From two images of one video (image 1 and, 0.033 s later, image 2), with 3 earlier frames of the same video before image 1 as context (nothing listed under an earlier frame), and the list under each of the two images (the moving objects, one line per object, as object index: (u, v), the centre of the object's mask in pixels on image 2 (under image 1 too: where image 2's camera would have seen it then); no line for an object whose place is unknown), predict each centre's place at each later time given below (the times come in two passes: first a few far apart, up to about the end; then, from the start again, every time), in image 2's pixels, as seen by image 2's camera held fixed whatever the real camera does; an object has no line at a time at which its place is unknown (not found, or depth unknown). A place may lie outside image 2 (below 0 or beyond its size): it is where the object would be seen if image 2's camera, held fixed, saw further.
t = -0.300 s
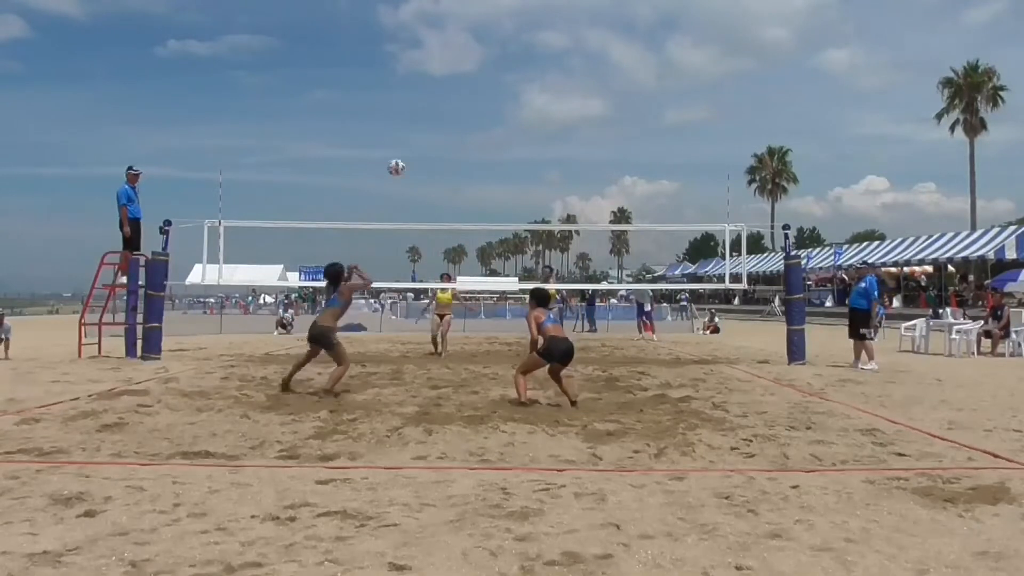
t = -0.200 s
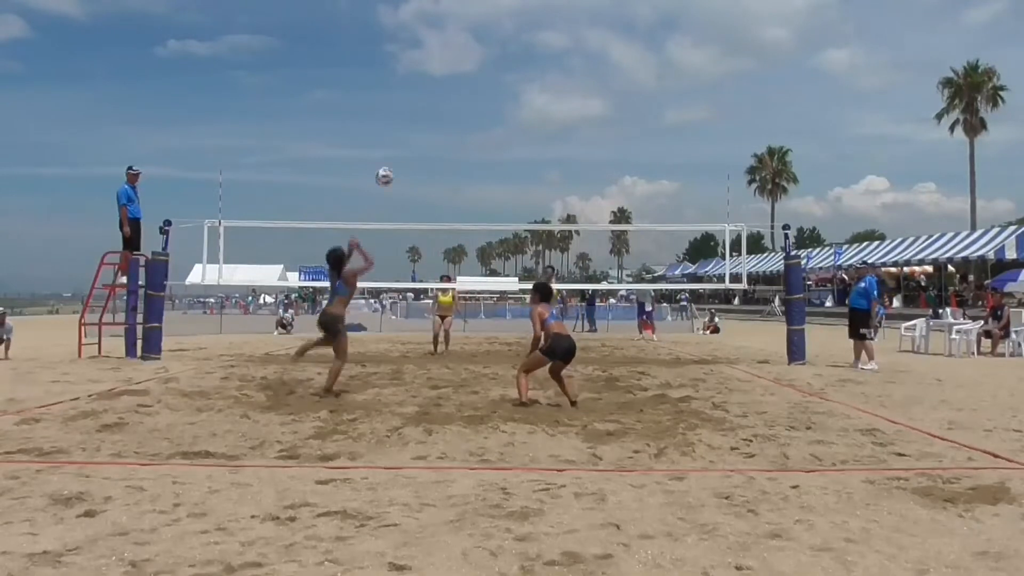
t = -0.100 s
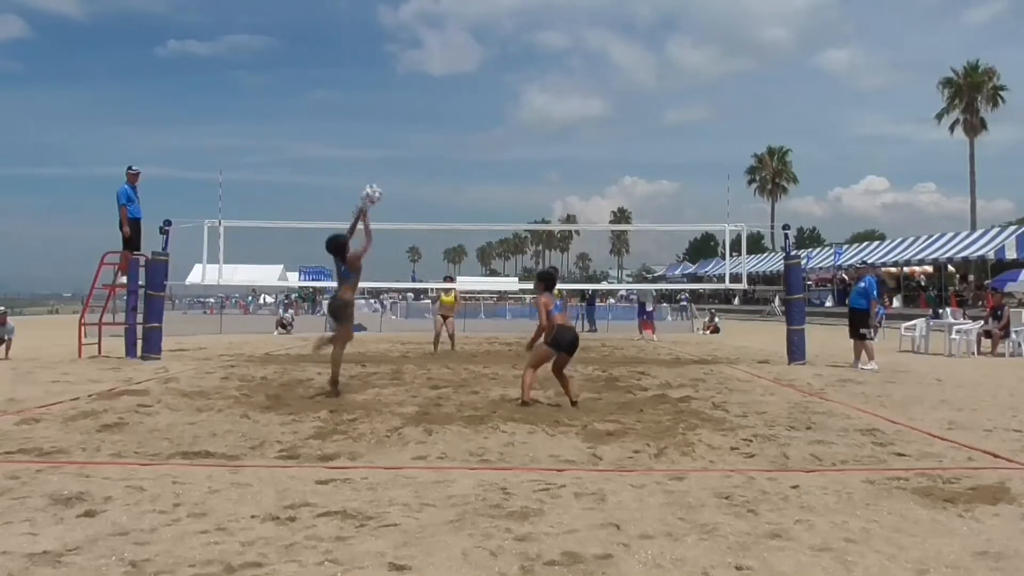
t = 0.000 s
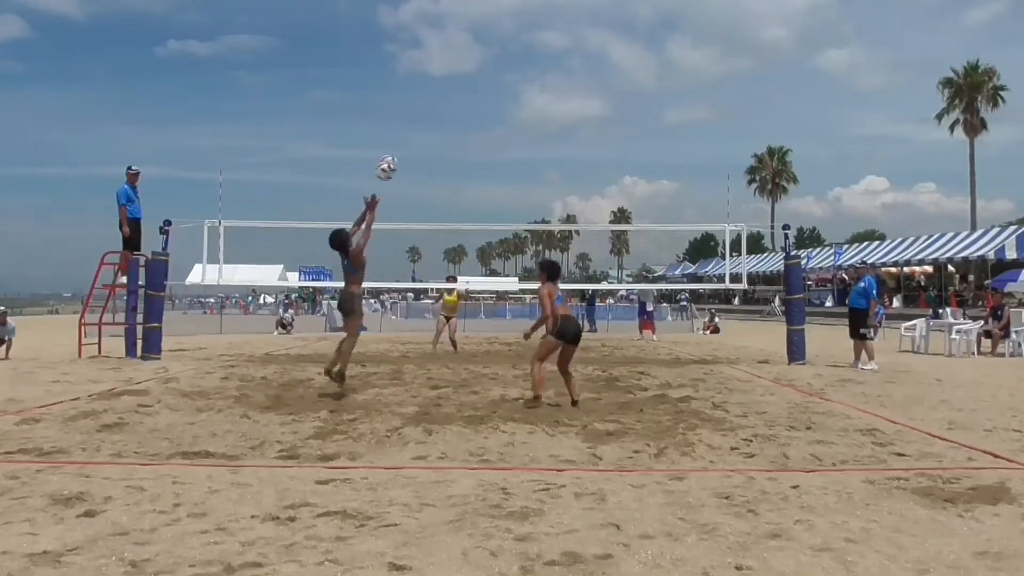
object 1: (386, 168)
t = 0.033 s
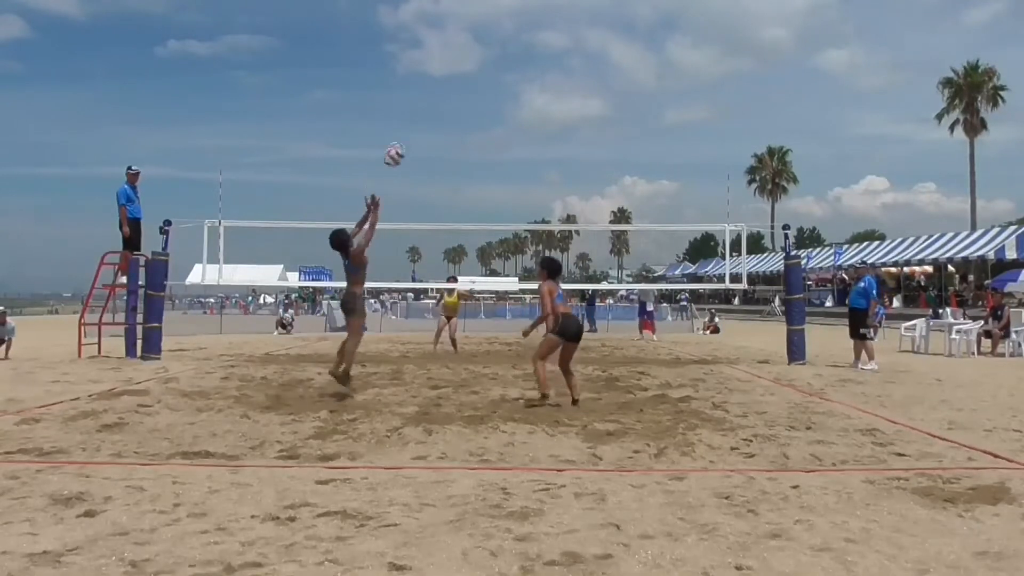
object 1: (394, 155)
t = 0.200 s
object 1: (435, 105)
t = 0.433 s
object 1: (487, 79)
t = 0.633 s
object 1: (530, 93)
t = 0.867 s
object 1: (578, 149)
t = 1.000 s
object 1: (604, 198)
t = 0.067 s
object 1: (402, 143)
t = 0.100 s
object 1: (411, 132)
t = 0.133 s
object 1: (419, 122)
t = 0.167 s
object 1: (427, 113)
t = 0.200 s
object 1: (435, 105)
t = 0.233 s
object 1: (442, 99)
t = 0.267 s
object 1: (450, 93)
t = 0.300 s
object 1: (457, 89)
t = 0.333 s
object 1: (465, 84)
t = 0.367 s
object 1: (473, 82)
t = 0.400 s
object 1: (480, 80)
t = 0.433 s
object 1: (487, 79)
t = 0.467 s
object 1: (494, 79)
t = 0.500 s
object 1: (501, 79)
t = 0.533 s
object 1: (509, 81)
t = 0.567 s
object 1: (516, 84)
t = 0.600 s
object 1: (523, 88)
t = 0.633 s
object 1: (530, 93)
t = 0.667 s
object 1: (537, 98)
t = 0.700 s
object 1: (544, 104)
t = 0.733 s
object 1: (551, 112)
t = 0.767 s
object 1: (558, 120)
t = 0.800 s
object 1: (565, 129)
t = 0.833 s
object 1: (572, 138)
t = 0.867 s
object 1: (578, 149)
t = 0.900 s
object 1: (585, 160)
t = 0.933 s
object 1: (591, 172)
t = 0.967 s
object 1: (597, 185)
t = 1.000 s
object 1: (604, 198)
